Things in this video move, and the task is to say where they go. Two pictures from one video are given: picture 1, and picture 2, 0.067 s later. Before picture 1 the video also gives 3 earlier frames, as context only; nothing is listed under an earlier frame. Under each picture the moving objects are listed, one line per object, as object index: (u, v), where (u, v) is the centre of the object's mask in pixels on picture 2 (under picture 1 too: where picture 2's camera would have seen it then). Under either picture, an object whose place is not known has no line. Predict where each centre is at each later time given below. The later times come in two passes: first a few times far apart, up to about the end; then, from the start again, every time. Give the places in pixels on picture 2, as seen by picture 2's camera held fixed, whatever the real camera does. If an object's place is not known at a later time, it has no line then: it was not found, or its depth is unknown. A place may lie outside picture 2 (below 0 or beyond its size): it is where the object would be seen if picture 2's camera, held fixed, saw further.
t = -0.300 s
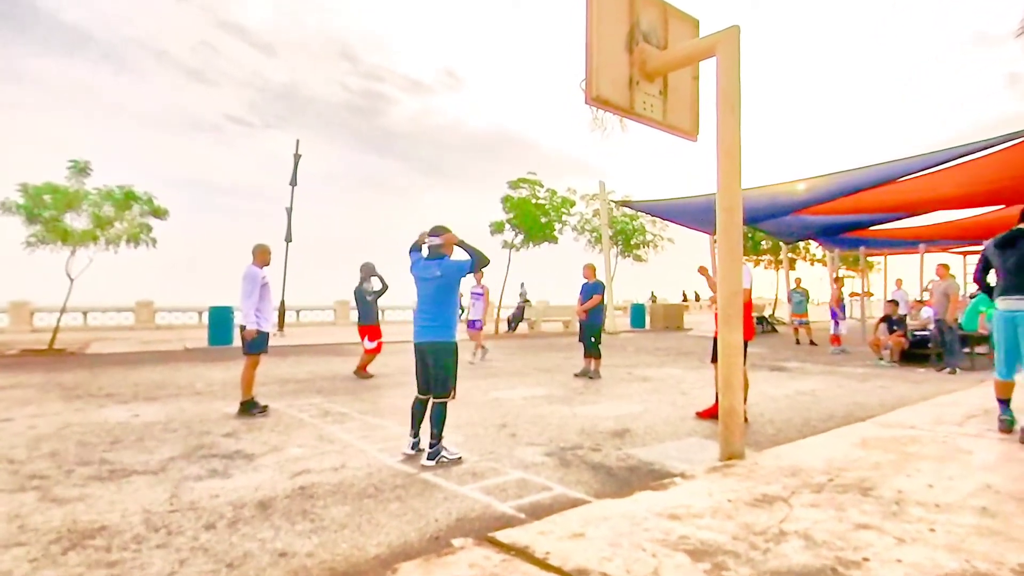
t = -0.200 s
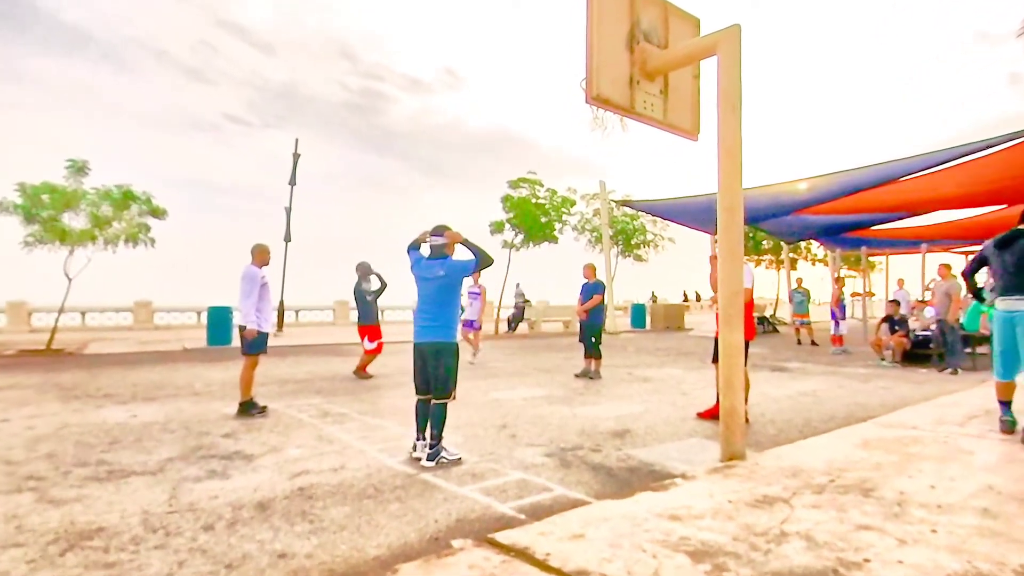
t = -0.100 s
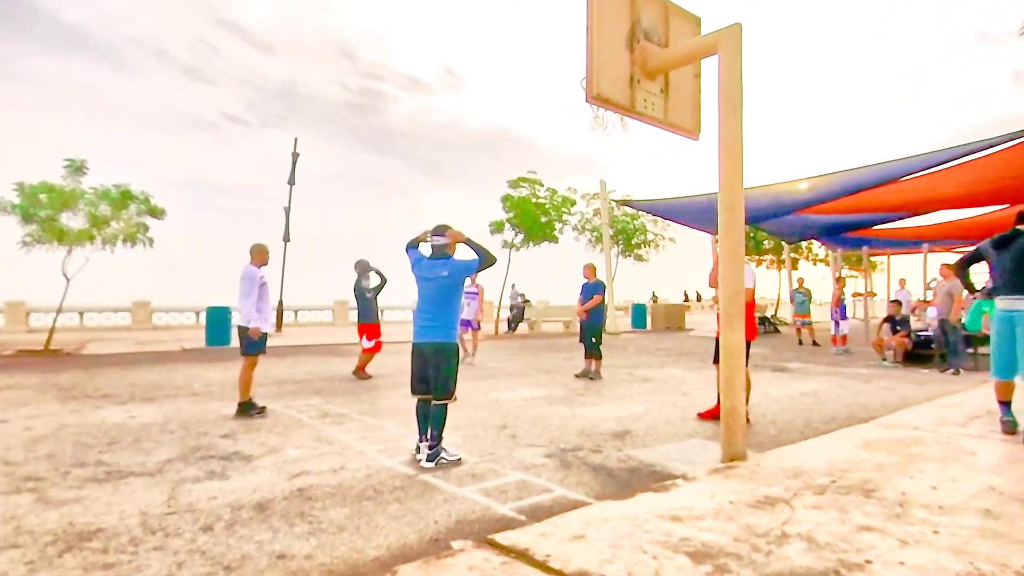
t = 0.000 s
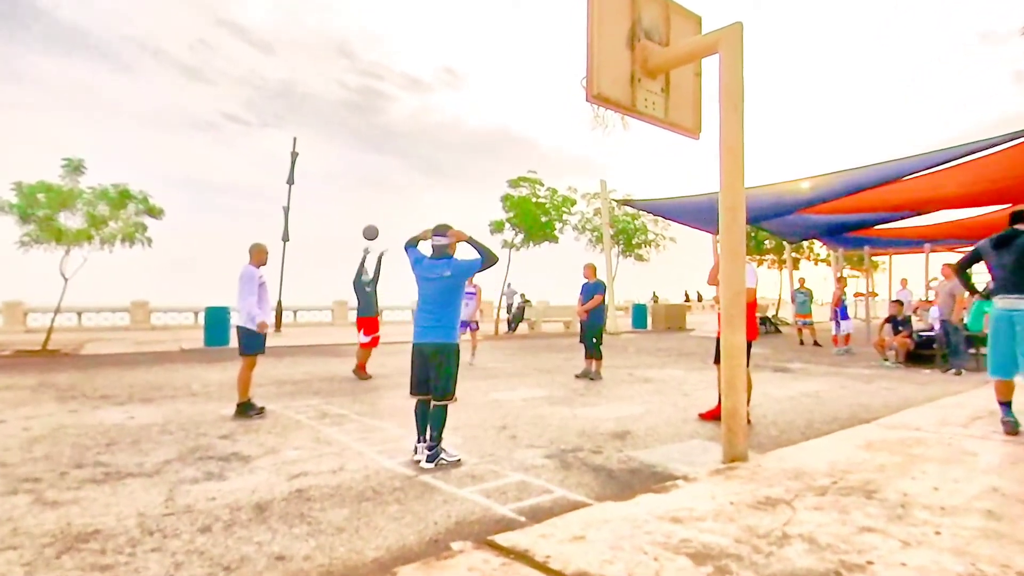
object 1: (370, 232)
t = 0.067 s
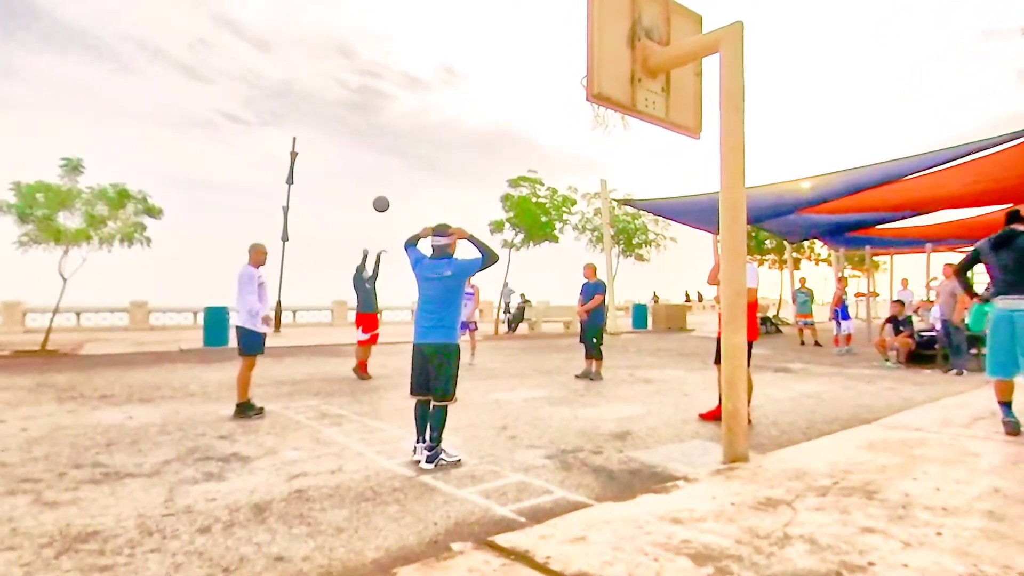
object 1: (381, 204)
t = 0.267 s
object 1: (417, 129)
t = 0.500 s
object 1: (468, 67)
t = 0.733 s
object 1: (533, 47)
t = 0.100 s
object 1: (386, 190)
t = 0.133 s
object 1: (392, 177)
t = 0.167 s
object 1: (398, 165)
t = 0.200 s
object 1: (404, 152)
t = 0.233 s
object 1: (410, 140)
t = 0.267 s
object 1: (417, 129)
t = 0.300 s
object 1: (423, 118)
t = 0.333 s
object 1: (430, 108)
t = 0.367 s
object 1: (437, 99)
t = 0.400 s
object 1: (444, 90)
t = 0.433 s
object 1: (452, 81)
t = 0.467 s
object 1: (460, 74)
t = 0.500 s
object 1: (468, 67)
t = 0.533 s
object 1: (476, 61)
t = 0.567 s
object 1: (485, 57)
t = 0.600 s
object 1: (494, 52)
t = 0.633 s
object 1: (503, 50)
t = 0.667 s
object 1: (513, 48)
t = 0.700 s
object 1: (523, 47)
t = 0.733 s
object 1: (533, 47)
